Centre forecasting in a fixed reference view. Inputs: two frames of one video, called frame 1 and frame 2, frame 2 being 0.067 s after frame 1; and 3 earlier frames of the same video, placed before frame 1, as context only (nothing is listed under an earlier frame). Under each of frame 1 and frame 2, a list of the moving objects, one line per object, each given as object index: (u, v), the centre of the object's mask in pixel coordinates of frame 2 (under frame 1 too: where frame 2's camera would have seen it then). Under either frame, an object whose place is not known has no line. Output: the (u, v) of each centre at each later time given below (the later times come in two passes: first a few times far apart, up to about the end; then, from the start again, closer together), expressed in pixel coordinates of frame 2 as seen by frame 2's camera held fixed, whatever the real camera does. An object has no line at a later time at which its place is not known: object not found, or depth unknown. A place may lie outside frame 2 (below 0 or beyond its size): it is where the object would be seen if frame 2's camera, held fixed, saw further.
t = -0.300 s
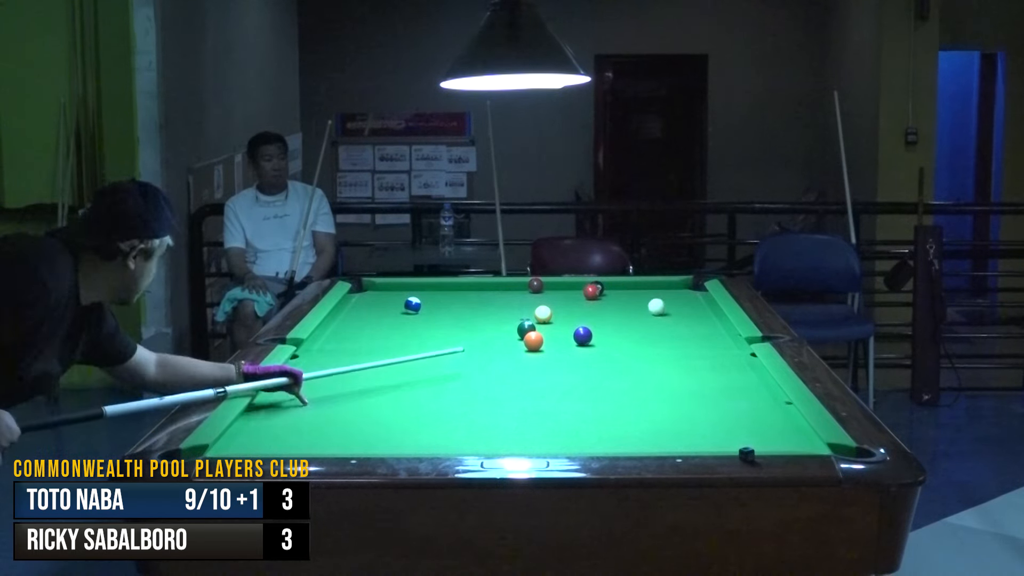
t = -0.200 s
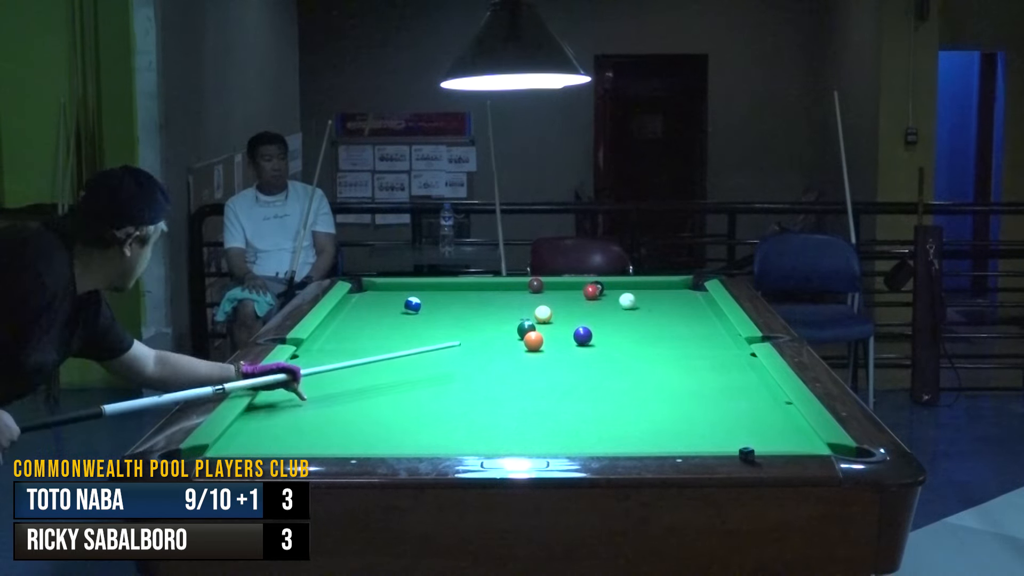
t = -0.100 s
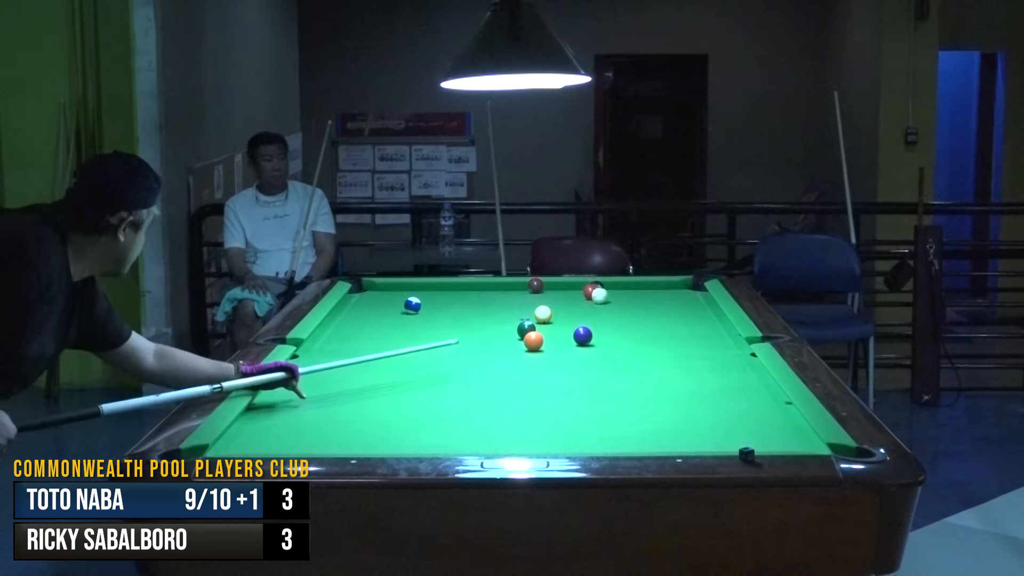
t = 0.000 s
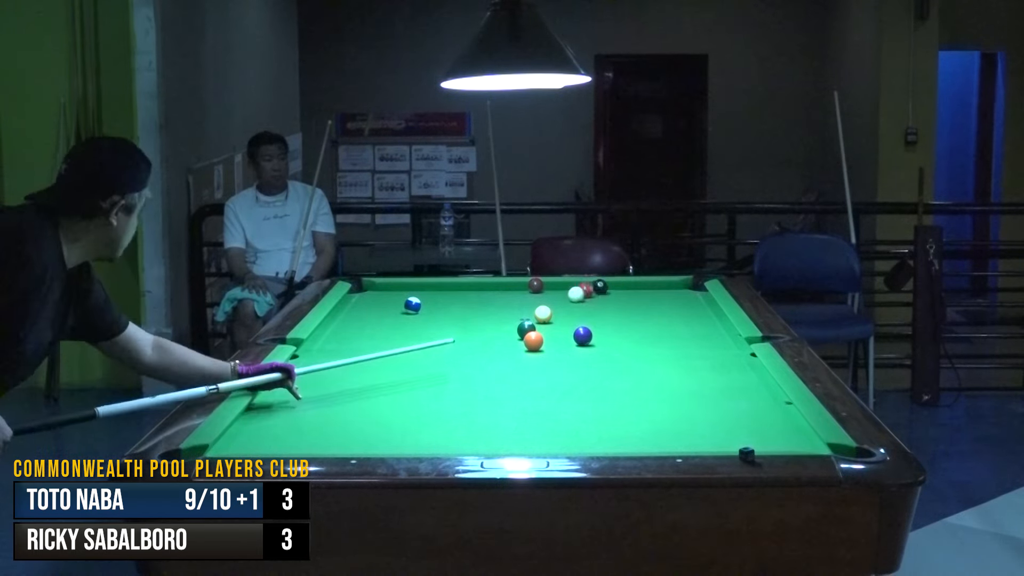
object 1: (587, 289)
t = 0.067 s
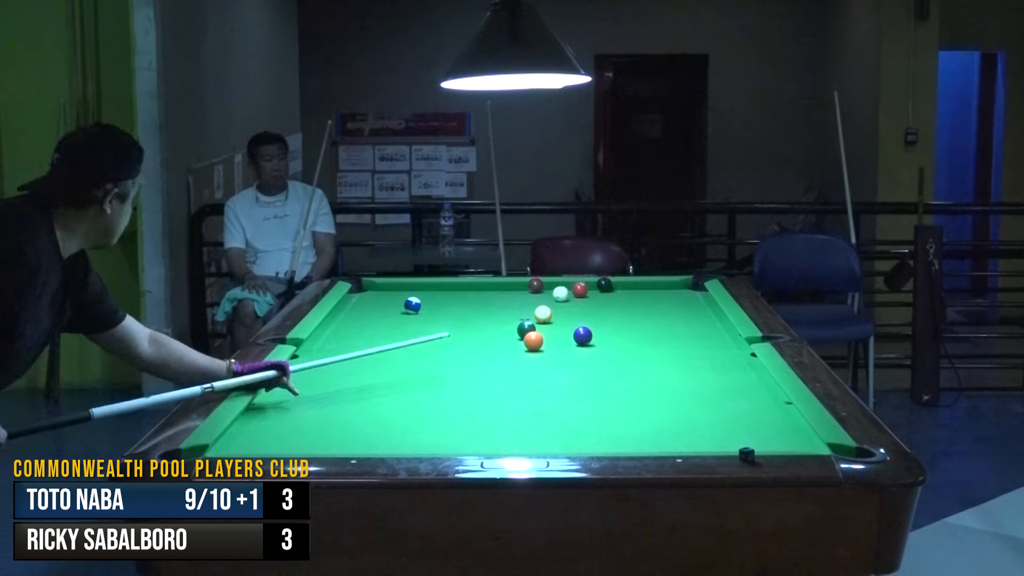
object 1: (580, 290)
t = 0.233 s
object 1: (566, 289)
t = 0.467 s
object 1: (547, 288)
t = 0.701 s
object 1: (534, 288)
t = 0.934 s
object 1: (524, 288)
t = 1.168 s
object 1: (513, 288)
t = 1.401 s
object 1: (504, 288)
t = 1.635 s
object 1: (495, 288)
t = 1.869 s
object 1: (488, 289)
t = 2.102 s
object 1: (482, 289)
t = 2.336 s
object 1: (476, 289)
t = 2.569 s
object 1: (472, 289)
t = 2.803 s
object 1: (468, 289)
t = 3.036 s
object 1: (466, 289)
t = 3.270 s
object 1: (465, 289)
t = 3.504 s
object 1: (464, 290)
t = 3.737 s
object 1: (464, 290)
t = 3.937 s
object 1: (464, 290)
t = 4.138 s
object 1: (465, 290)
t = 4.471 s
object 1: (460, 290)
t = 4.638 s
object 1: (464, 290)
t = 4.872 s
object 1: (464, 290)
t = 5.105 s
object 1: (464, 290)
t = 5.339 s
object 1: (464, 290)
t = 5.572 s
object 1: (464, 290)
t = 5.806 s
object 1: (464, 290)
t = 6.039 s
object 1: (464, 290)
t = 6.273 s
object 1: (464, 290)
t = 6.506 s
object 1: (464, 290)
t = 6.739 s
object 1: (464, 290)
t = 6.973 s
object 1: (464, 290)
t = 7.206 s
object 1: (464, 290)
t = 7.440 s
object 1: (464, 290)
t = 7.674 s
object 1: (464, 290)
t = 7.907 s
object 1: (464, 290)
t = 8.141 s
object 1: (464, 290)
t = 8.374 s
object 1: (464, 289)
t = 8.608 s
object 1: (464, 290)
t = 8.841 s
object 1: (464, 290)
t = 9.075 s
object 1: (464, 290)
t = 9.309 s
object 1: (464, 290)
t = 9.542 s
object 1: (464, 290)
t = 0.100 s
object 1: (577, 290)
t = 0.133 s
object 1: (574, 289)
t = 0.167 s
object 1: (572, 289)
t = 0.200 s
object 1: (569, 289)
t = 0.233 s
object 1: (566, 289)
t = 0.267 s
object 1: (563, 289)
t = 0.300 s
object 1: (561, 289)
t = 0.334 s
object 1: (558, 289)
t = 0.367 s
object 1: (555, 288)
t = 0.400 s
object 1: (552, 289)
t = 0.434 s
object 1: (550, 288)
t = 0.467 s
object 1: (547, 288)
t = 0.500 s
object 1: (545, 288)
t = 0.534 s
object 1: (543, 288)
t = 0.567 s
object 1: (540, 288)
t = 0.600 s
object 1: (538, 288)
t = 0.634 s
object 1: (537, 287)
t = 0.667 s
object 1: (535, 288)
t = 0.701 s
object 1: (534, 288)
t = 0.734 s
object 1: (532, 287)
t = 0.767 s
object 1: (531, 287)
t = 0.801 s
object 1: (529, 288)
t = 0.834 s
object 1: (528, 288)
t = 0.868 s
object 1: (527, 288)
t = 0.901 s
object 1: (525, 288)
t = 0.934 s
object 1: (524, 288)
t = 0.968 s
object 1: (522, 288)
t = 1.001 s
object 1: (520, 288)
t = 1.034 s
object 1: (518, 288)
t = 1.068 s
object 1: (517, 288)
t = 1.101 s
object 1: (516, 288)
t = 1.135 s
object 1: (514, 288)
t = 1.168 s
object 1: (513, 288)
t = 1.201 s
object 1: (512, 288)
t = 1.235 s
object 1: (510, 288)
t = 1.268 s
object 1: (509, 288)
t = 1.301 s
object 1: (508, 288)
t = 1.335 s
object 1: (506, 288)
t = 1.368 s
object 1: (505, 288)
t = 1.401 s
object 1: (504, 288)
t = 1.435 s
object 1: (502, 288)
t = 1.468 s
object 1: (501, 288)
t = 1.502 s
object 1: (500, 289)
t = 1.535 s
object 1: (498, 288)
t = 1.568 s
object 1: (497, 288)
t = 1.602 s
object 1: (496, 288)
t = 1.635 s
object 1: (495, 288)
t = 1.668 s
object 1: (494, 288)
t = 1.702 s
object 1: (493, 289)
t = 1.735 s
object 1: (492, 288)
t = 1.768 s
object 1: (491, 289)
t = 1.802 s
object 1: (490, 289)
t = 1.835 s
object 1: (489, 288)
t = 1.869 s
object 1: (488, 289)
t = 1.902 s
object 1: (487, 289)
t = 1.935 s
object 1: (486, 289)
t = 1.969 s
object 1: (485, 289)
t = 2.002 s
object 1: (484, 289)
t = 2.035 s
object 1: (483, 289)
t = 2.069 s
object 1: (482, 289)
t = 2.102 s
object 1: (482, 289)
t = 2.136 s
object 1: (480, 289)
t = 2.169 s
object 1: (479, 289)
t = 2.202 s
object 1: (479, 289)
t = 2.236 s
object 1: (478, 289)
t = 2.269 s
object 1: (478, 289)
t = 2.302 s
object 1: (477, 289)
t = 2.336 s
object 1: (476, 289)
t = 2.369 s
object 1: (475, 289)
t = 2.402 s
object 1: (474, 289)
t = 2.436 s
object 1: (474, 289)
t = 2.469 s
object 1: (473, 289)
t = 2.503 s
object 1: (472, 289)
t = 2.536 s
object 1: (472, 289)
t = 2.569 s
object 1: (472, 289)
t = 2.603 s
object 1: (471, 289)
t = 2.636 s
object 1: (471, 289)
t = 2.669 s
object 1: (470, 289)
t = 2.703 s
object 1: (469, 289)
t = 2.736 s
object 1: (469, 289)
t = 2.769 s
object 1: (469, 289)
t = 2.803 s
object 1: (468, 289)
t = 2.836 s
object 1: (468, 289)
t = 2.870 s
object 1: (467, 289)
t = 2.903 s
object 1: (467, 289)
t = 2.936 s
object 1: (466, 289)
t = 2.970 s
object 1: (466, 289)
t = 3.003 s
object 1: (466, 289)
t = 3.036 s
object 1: (466, 289)
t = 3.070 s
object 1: (465, 289)
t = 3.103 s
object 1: (465, 289)
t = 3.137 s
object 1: (465, 289)
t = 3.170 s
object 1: (465, 289)
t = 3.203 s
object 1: (465, 289)
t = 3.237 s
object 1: (465, 289)
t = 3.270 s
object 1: (465, 289)
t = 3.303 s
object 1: (465, 289)
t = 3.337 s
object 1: (464, 289)
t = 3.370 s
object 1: (464, 289)
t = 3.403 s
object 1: (464, 289)
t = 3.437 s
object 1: (464, 289)
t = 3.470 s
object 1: (464, 290)
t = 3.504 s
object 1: (464, 290)
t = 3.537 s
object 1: (464, 290)
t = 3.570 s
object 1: (464, 290)
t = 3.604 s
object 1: (464, 290)
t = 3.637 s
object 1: (464, 290)
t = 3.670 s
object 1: (464, 290)
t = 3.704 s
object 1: (464, 290)
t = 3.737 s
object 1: (464, 290)
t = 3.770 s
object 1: (464, 290)
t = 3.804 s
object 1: (464, 290)
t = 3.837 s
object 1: (464, 290)
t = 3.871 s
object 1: (464, 290)
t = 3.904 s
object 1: (464, 290)
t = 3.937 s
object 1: (464, 290)
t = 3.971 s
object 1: (459, 286)
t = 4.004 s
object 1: (464, 290)
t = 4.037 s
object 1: (464, 290)
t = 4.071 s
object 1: (464, 290)
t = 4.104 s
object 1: (464, 289)
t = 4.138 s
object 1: (465, 290)
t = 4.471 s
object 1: (460, 290)
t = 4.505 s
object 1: (464, 290)
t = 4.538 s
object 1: (464, 290)
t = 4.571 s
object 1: (464, 290)
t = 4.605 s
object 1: (464, 290)
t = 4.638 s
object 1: (464, 290)
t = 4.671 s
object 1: (464, 290)
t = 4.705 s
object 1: (464, 290)
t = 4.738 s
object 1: (464, 290)
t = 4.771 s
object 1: (464, 290)
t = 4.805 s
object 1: (464, 290)
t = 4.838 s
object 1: (464, 290)
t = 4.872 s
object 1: (464, 290)
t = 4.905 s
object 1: (464, 290)
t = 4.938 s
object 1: (464, 290)
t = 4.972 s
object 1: (464, 290)
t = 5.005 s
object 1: (464, 290)
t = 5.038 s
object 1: (464, 290)
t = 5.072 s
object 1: (464, 290)
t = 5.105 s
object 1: (464, 290)
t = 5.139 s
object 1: (464, 290)
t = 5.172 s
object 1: (464, 290)
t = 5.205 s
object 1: (464, 290)
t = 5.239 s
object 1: (464, 290)
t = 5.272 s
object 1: (464, 290)
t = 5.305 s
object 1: (464, 290)
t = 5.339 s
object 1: (464, 290)
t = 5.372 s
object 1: (464, 290)
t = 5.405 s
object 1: (464, 290)
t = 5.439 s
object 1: (464, 290)
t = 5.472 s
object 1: (464, 290)
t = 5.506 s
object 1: (464, 290)
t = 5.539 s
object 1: (464, 290)
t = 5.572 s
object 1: (464, 290)
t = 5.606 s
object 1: (464, 290)
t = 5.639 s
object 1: (464, 290)
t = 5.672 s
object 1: (464, 290)
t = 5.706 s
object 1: (464, 290)
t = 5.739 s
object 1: (464, 290)
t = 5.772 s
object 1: (464, 290)
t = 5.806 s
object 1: (464, 290)
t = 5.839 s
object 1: (464, 290)
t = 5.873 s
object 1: (464, 290)
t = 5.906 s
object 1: (464, 290)
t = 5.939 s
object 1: (464, 290)
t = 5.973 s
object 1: (464, 290)
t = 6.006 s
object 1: (464, 290)
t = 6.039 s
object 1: (464, 290)
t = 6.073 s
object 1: (464, 290)
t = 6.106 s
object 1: (464, 290)
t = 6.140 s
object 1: (464, 290)
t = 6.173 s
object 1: (464, 290)
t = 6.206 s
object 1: (464, 290)
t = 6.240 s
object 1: (464, 290)
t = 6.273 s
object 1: (464, 290)
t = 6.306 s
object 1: (464, 290)
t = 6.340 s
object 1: (464, 290)
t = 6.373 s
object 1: (464, 290)
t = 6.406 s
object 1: (464, 290)
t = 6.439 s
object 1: (464, 290)
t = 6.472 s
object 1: (464, 290)
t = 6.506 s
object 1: (464, 290)
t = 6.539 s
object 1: (464, 290)
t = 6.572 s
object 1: (464, 290)
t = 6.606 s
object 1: (464, 290)
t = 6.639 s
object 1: (464, 290)
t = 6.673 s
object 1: (464, 290)
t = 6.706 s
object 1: (464, 290)
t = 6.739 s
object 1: (464, 290)
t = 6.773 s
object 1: (464, 290)
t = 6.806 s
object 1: (464, 290)
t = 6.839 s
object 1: (464, 290)
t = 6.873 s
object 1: (464, 290)
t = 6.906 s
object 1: (464, 290)
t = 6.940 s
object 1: (464, 290)
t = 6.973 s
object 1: (464, 290)
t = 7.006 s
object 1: (464, 290)
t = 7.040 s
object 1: (464, 290)
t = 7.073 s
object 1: (464, 290)
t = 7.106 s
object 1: (464, 290)
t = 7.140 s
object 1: (464, 290)
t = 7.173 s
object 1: (464, 290)
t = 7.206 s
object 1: (464, 290)
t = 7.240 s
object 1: (464, 289)
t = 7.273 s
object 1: (464, 289)
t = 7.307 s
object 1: (464, 290)
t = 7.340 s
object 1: (464, 290)
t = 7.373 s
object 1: (464, 290)
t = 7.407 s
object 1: (464, 290)
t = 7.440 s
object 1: (464, 290)
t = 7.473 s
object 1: (464, 290)
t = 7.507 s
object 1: (464, 290)
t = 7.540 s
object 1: (464, 289)
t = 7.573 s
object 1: (464, 290)
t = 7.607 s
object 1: (464, 290)
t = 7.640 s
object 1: (464, 289)
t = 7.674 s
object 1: (464, 290)
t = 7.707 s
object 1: (464, 290)
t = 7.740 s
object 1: (464, 290)
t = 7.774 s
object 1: (464, 290)
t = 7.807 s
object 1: (464, 290)
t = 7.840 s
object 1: (464, 290)
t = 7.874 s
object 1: (464, 290)
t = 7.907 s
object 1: (464, 290)
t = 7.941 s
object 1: (464, 290)
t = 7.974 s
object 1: (464, 290)
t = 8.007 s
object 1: (464, 290)
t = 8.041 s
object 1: (464, 290)
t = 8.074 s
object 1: (464, 290)
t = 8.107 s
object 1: (464, 290)
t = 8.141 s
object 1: (464, 290)
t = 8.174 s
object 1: (464, 290)
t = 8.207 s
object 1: (464, 290)
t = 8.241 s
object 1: (464, 290)
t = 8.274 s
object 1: (464, 290)
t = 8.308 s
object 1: (464, 290)
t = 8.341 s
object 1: (464, 290)
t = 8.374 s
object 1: (464, 289)
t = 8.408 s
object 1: (464, 289)
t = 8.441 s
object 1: (464, 290)
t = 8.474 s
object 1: (464, 290)
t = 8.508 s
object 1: (464, 290)
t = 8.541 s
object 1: (464, 290)
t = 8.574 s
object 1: (464, 290)
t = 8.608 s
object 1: (464, 290)
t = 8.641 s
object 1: (464, 290)
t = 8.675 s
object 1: (464, 290)
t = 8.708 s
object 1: (464, 290)
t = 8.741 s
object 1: (464, 290)
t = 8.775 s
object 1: (464, 290)
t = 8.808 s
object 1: (464, 290)
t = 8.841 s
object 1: (464, 290)
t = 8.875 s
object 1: (464, 290)
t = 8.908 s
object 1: (464, 290)
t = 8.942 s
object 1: (464, 290)
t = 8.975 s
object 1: (464, 290)
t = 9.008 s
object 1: (464, 290)
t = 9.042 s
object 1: (464, 290)
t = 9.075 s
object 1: (464, 290)
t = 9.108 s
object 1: (465, 289)
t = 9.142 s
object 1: (465, 289)
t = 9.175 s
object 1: (465, 289)
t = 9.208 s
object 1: (465, 289)
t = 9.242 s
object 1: (465, 289)
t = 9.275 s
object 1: (465, 289)
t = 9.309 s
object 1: (464, 290)
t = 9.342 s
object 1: (464, 290)
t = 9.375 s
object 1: (464, 290)
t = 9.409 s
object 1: (464, 290)
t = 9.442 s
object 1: (464, 290)
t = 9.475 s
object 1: (464, 290)
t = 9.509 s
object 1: (464, 290)
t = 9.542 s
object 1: (464, 290)
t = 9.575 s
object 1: (464, 290)
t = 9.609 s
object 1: (464, 290)
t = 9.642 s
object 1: (465, 290)
